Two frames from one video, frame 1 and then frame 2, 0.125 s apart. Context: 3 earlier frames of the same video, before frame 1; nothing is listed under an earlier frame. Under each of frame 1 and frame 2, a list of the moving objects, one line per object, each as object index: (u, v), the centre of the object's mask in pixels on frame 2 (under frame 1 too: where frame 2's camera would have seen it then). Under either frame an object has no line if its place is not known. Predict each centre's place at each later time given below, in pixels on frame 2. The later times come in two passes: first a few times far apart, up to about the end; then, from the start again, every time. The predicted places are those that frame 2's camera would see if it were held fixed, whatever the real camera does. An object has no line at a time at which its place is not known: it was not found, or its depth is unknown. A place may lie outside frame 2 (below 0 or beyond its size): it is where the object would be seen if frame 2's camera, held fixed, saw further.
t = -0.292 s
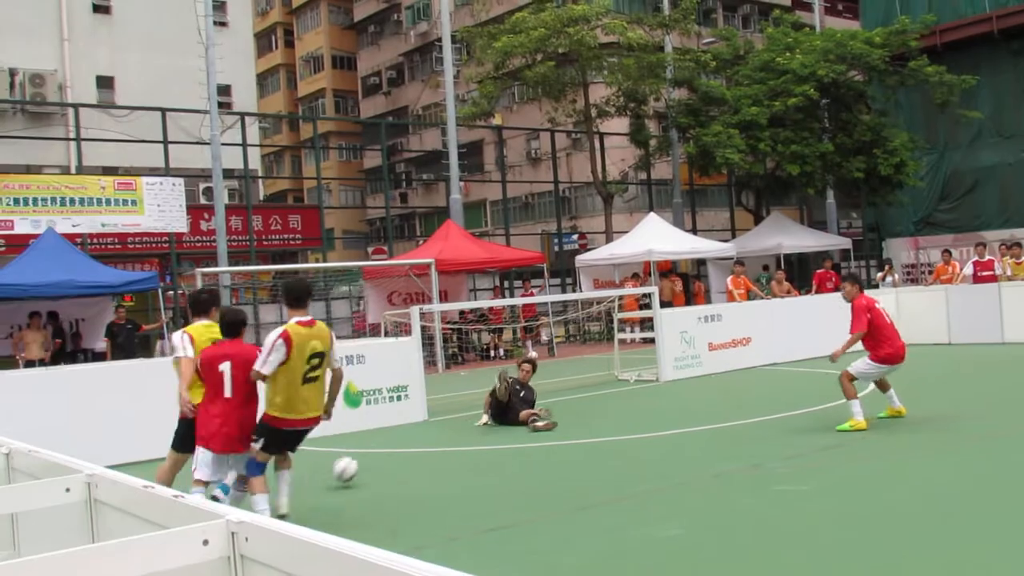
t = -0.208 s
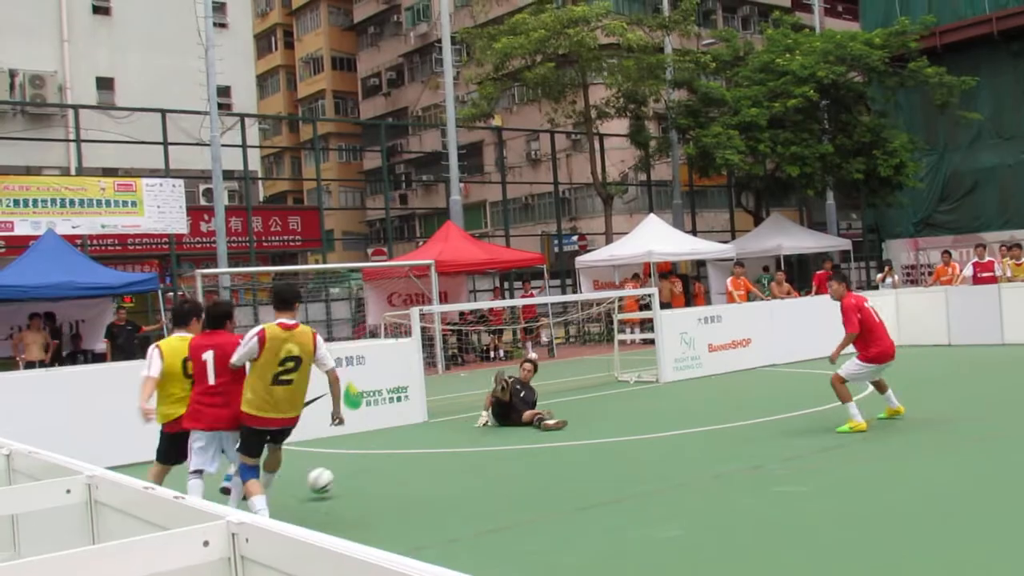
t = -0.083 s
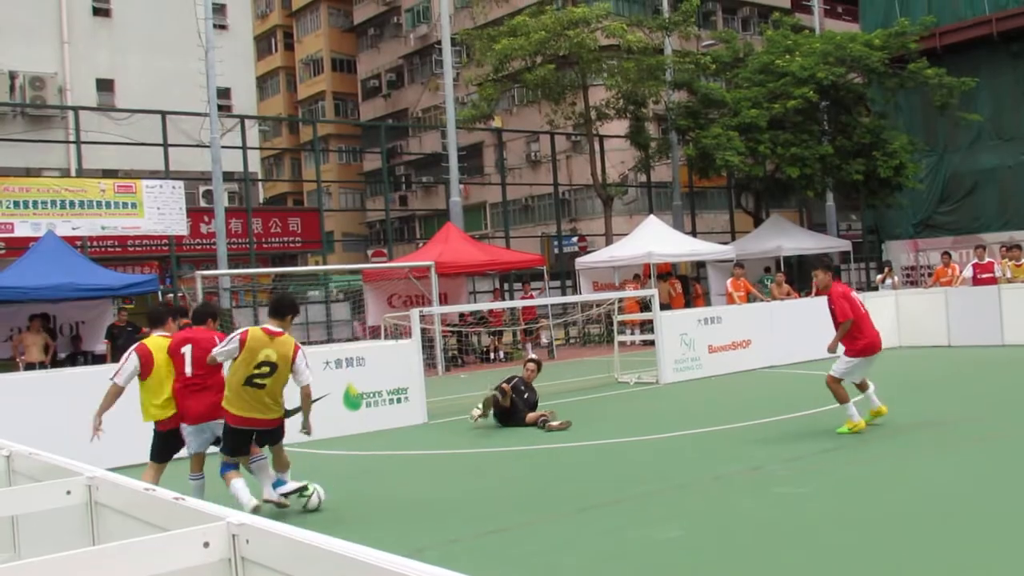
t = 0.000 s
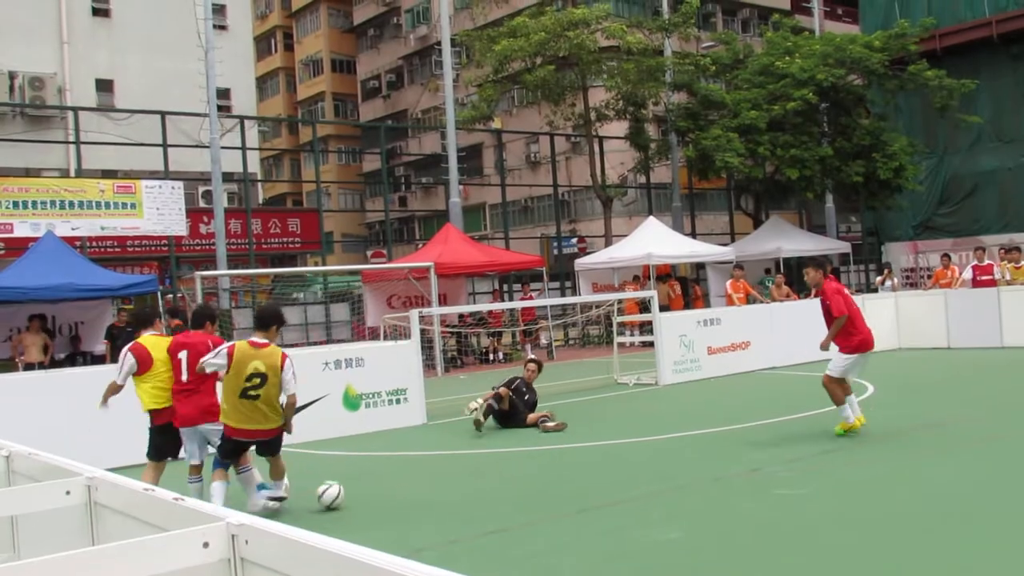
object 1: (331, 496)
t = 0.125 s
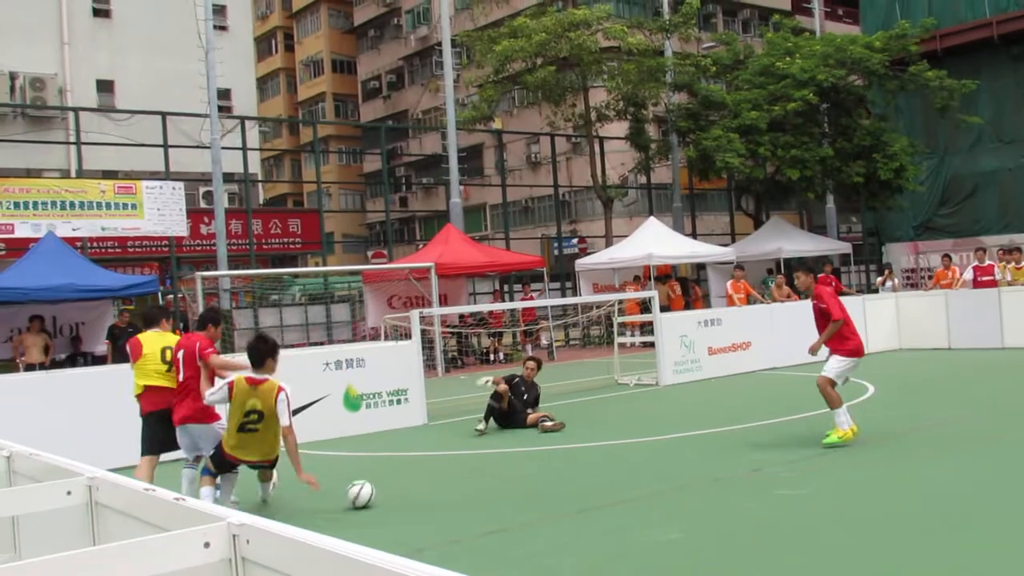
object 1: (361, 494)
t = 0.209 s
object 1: (380, 492)
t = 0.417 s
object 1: (429, 489)
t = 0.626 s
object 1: (475, 487)
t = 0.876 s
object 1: (531, 483)
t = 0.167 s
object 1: (371, 493)
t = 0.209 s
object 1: (380, 492)
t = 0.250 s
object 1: (390, 492)
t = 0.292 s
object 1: (401, 490)
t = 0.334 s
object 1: (410, 490)
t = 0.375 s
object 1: (420, 490)
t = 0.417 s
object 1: (429, 489)
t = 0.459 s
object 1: (439, 489)
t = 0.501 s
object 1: (448, 489)
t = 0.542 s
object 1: (456, 488)
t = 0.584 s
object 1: (466, 487)
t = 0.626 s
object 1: (475, 487)
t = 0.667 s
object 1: (484, 486)
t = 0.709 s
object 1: (494, 485)
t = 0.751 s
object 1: (503, 485)
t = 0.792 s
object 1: (512, 485)
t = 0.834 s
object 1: (521, 484)
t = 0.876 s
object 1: (531, 483)
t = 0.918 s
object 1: (540, 483)
